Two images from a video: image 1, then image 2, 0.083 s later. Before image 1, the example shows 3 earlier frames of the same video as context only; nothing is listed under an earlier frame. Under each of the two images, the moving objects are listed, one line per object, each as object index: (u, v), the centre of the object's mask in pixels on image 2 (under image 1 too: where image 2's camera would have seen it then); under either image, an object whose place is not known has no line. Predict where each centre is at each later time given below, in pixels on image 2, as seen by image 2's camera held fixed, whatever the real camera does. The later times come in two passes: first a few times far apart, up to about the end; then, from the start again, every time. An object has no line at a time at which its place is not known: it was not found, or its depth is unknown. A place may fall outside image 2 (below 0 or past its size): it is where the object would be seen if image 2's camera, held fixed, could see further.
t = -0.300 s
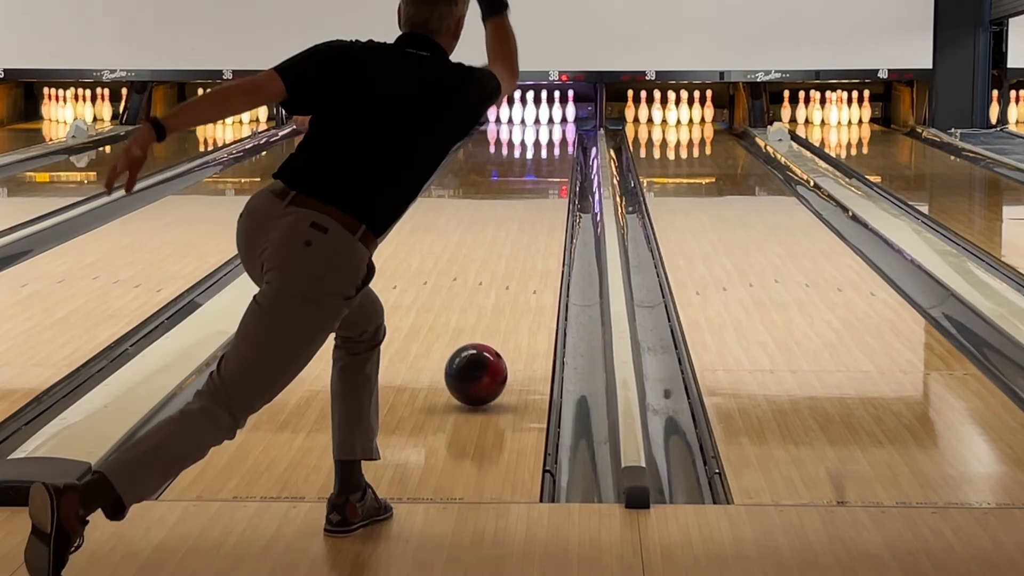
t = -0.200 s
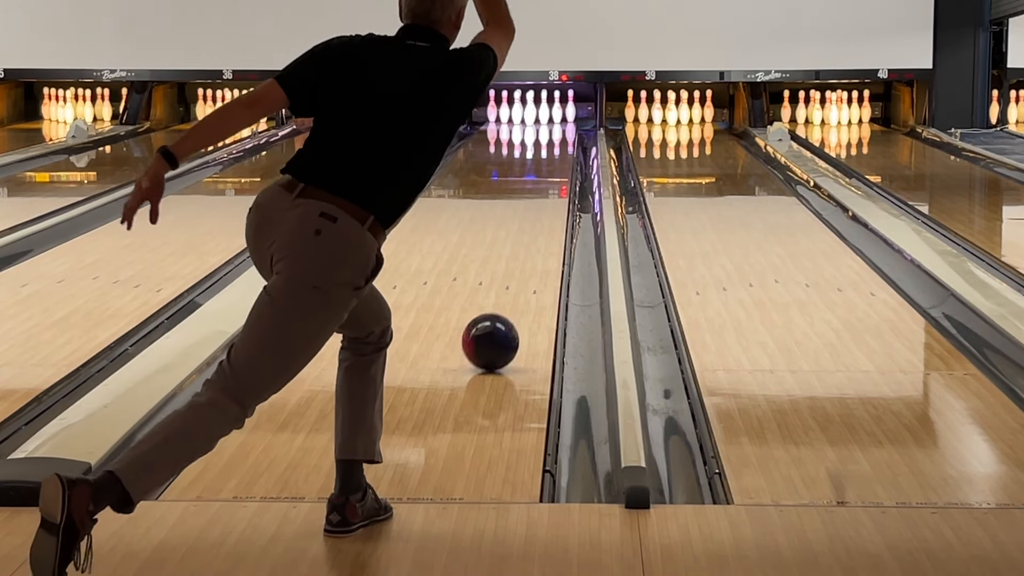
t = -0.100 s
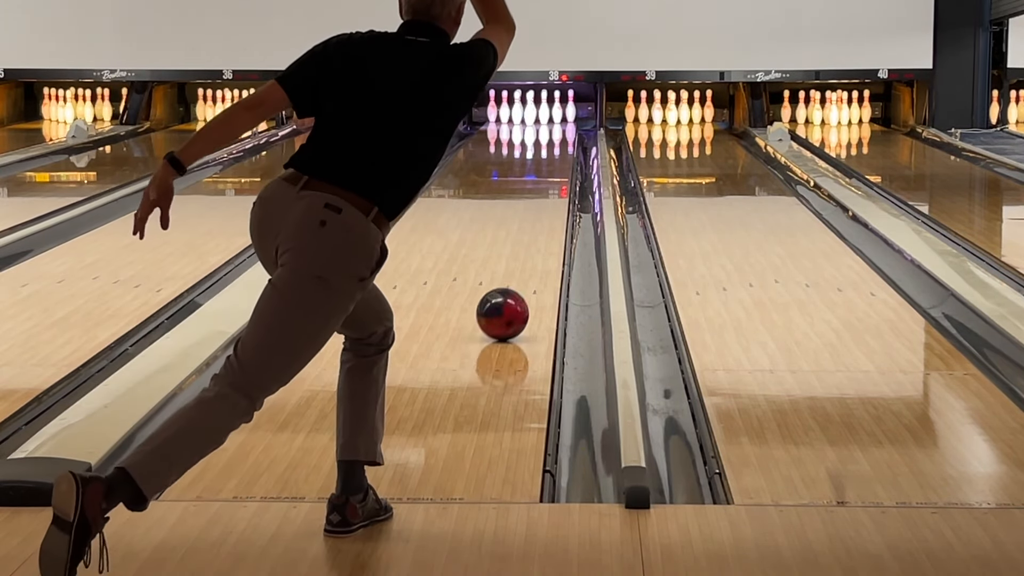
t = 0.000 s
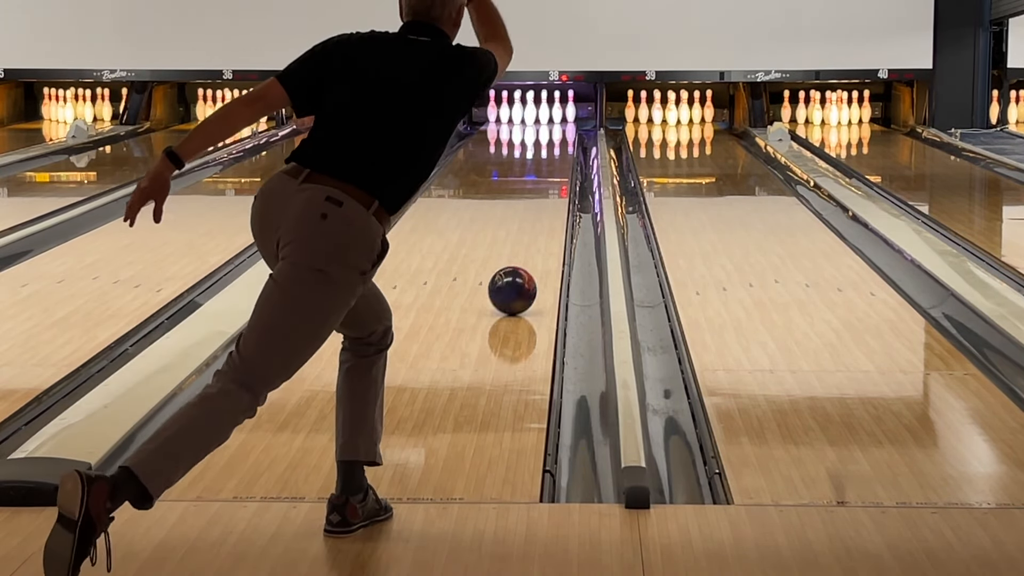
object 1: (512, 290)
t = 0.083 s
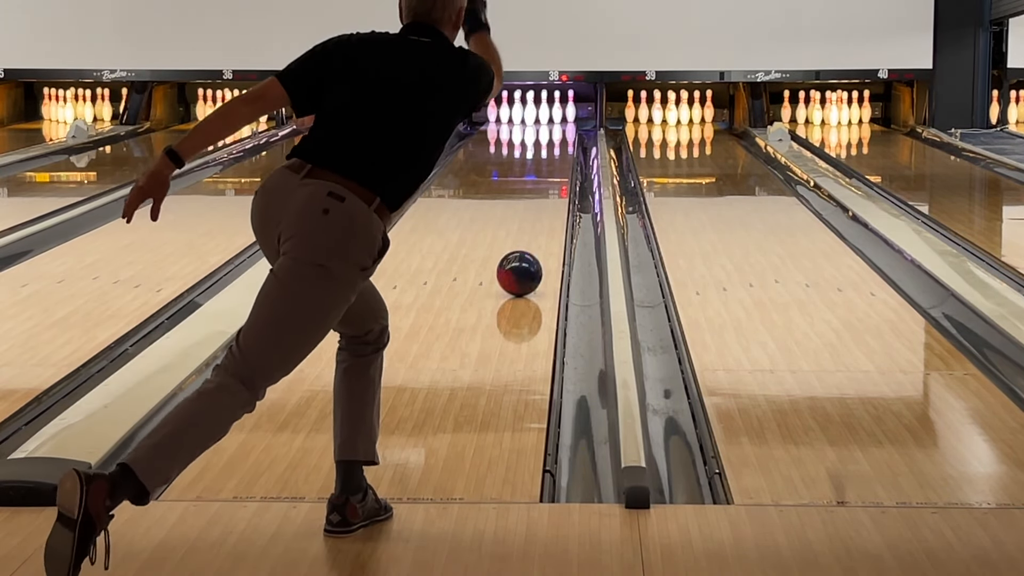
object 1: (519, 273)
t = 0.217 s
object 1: (528, 250)
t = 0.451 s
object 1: (540, 218)
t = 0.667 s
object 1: (548, 195)
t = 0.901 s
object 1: (553, 176)
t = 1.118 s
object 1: (556, 161)
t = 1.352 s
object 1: (558, 148)
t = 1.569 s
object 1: (558, 139)
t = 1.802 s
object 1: (555, 130)
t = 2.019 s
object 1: (549, 123)
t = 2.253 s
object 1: (544, 118)
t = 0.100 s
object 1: (520, 270)
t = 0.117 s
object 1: (522, 267)
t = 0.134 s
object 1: (523, 264)
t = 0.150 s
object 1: (524, 261)
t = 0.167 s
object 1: (525, 258)
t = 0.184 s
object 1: (526, 255)
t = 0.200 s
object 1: (527, 252)
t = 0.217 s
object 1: (528, 250)
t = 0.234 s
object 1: (529, 247)
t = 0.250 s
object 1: (530, 244)
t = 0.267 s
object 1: (531, 242)
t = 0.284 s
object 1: (532, 239)
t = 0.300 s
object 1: (533, 237)
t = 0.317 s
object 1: (534, 235)
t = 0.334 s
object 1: (535, 232)
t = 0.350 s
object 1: (536, 230)
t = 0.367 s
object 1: (536, 228)
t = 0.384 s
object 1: (537, 226)
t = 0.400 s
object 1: (538, 224)
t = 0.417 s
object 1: (539, 222)
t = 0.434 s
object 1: (539, 219)
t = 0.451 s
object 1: (540, 218)
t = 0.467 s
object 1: (541, 216)
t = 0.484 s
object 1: (541, 214)
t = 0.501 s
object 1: (542, 212)
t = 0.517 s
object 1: (543, 210)
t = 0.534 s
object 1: (543, 208)
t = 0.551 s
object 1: (544, 207)
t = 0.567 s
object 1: (544, 205)
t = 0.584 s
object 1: (545, 203)
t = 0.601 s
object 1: (546, 202)
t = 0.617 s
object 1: (546, 200)
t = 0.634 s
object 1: (547, 198)
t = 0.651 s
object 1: (547, 197)
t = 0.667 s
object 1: (548, 195)
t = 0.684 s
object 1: (548, 193)
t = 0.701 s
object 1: (549, 192)
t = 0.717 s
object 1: (549, 190)
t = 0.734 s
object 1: (549, 189)
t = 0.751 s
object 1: (550, 187)
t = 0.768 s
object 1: (550, 186)
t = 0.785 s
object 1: (550, 185)
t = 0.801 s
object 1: (551, 184)
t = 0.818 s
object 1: (551, 182)
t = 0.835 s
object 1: (552, 181)
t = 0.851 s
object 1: (552, 180)
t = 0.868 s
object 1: (552, 178)
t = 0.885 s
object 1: (553, 177)
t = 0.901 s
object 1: (553, 176)
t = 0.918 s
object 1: (553, 175)
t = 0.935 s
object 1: (554, 174)
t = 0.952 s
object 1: (554, 172)
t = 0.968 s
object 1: (554, 171)
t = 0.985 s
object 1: (555, 170)
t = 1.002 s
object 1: (555, 169)
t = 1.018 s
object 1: (555, 168)
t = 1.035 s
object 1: (555, 167)
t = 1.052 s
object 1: (556, 166)
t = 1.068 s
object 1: (556, 165)
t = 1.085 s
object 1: (556, 163)
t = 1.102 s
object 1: (556, 162)
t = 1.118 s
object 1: (556, 161)
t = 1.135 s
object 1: (557, 160)
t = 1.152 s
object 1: (557, 160)
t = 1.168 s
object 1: (557, 158)
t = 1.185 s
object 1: (557, 157)
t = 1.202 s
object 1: (557, 157)
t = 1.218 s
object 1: (557, 156)
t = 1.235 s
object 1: (557, 155)
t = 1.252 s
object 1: (558, 154)
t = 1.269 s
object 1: (558, 153)
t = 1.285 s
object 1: (558, 152)
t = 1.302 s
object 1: (558, 151)
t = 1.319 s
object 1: (558, 150)
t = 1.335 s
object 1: (558, 149)
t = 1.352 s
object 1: (558, 148)
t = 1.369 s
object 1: (558, 148)
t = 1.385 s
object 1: (558, 147)
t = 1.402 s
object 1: (558, 146)
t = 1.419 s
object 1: (558, 145)
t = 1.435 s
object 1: (558, 144)
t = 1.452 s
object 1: (558, 144)
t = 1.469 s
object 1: (558, 143)
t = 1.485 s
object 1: (558, 142)
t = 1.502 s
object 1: (558, 142)
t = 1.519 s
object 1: (558, 141)
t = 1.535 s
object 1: (558, 140)
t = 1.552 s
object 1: (558, 139)
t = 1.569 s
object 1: (558, 139)
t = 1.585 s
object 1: (558, 138)
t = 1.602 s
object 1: (557, 137)
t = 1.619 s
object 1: (557, 137)
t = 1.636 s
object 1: (557, 136)
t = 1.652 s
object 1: (557, 135)
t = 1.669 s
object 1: (557, 135)
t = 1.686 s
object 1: (557, 134)
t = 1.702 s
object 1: (556, 133)
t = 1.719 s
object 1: (556, 133)
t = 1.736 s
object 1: (556, 132)
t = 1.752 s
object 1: (556, 131)
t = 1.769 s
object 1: (555, 131)
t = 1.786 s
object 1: (555, 130)
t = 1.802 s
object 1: (555, 130)
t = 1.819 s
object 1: (554, 130)
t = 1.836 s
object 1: (554, 129)
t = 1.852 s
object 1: (554, 128)
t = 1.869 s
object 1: (553, 128)
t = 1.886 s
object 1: (553, 127)
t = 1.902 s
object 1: (552, 127)
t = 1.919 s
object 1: (552, 126)
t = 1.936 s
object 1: (551, 126)
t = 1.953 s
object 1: (551, 125)
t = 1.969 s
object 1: (551, 125)
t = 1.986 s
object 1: (550, 125)
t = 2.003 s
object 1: (550, 124)
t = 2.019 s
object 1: (549, 123)
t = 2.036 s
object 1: (549, 123)
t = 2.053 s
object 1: (548, 123)
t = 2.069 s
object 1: (548, 122)
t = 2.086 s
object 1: (548, 122)
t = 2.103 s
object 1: (547, 121)
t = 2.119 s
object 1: (547, 121)
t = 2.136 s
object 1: (547, 120)
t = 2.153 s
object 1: (546, 120)
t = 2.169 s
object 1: (546, 119)
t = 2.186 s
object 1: (546, 119)
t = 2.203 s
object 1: (545, 118)
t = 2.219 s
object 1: (545, 118)
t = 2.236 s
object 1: (545, 118)
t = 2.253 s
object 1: (544, 118)
